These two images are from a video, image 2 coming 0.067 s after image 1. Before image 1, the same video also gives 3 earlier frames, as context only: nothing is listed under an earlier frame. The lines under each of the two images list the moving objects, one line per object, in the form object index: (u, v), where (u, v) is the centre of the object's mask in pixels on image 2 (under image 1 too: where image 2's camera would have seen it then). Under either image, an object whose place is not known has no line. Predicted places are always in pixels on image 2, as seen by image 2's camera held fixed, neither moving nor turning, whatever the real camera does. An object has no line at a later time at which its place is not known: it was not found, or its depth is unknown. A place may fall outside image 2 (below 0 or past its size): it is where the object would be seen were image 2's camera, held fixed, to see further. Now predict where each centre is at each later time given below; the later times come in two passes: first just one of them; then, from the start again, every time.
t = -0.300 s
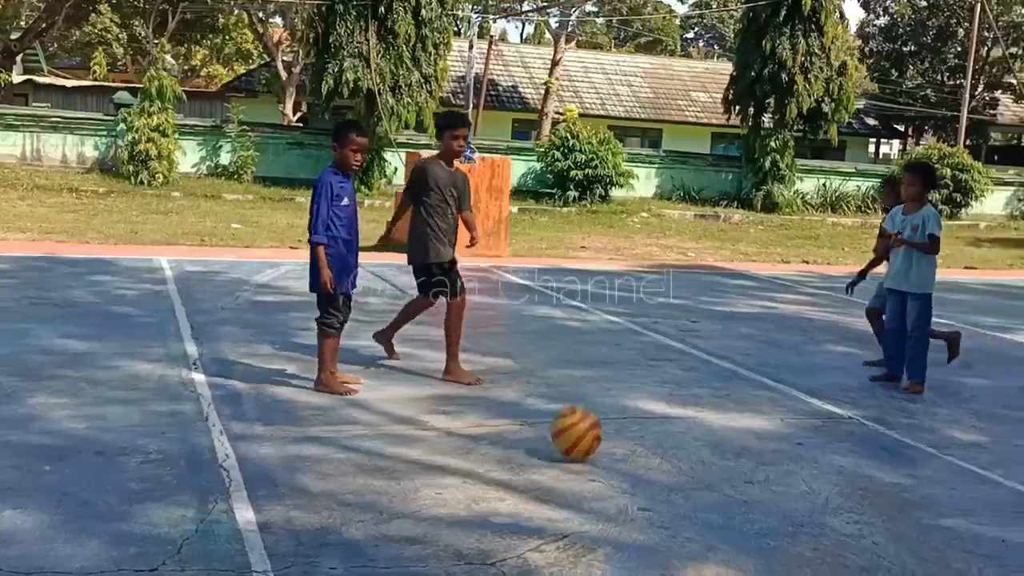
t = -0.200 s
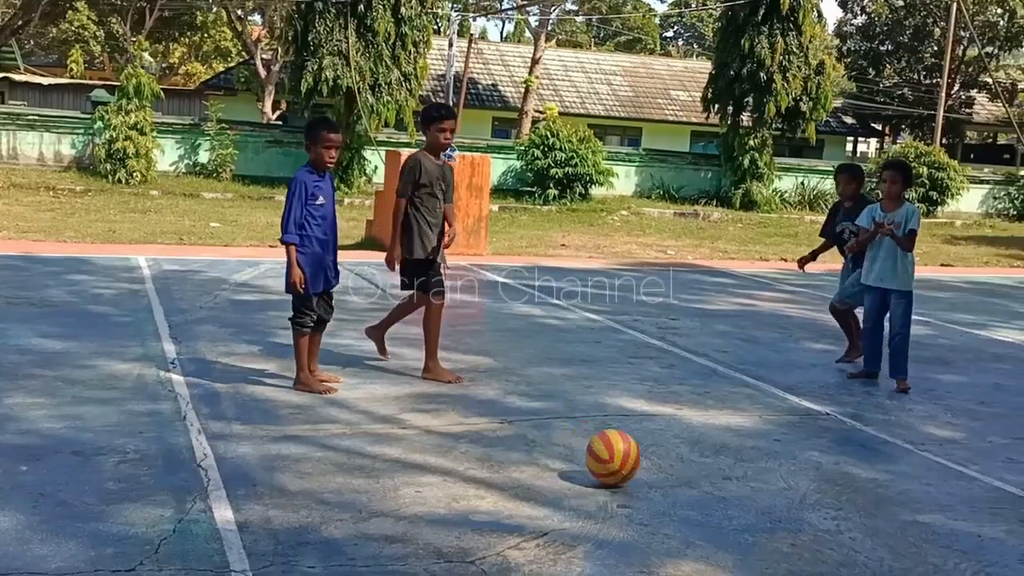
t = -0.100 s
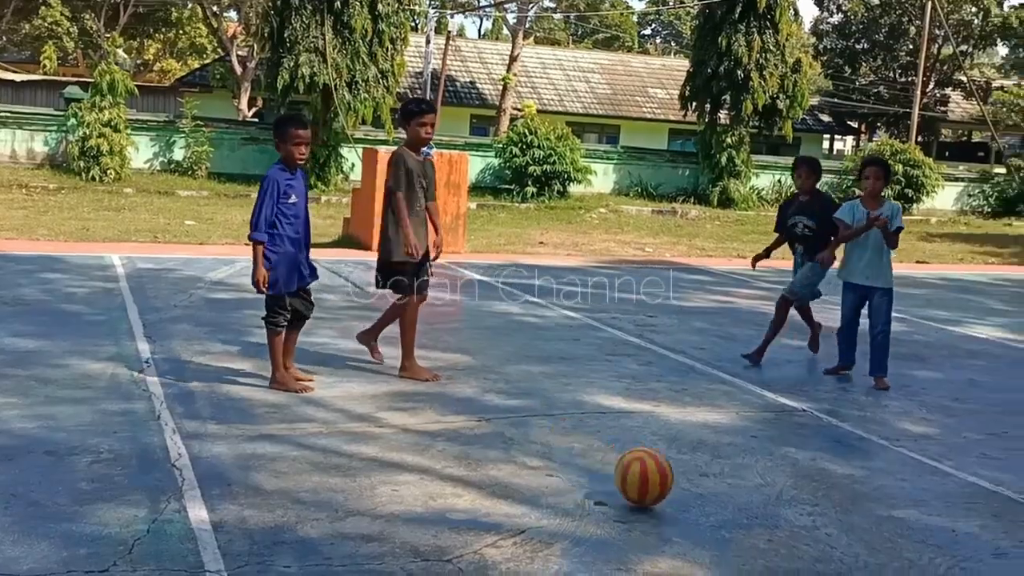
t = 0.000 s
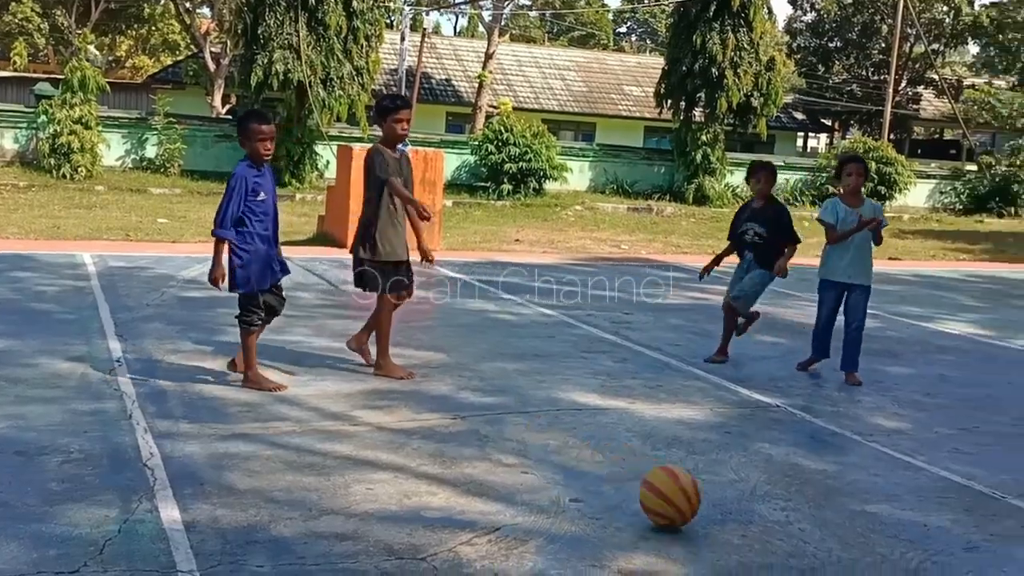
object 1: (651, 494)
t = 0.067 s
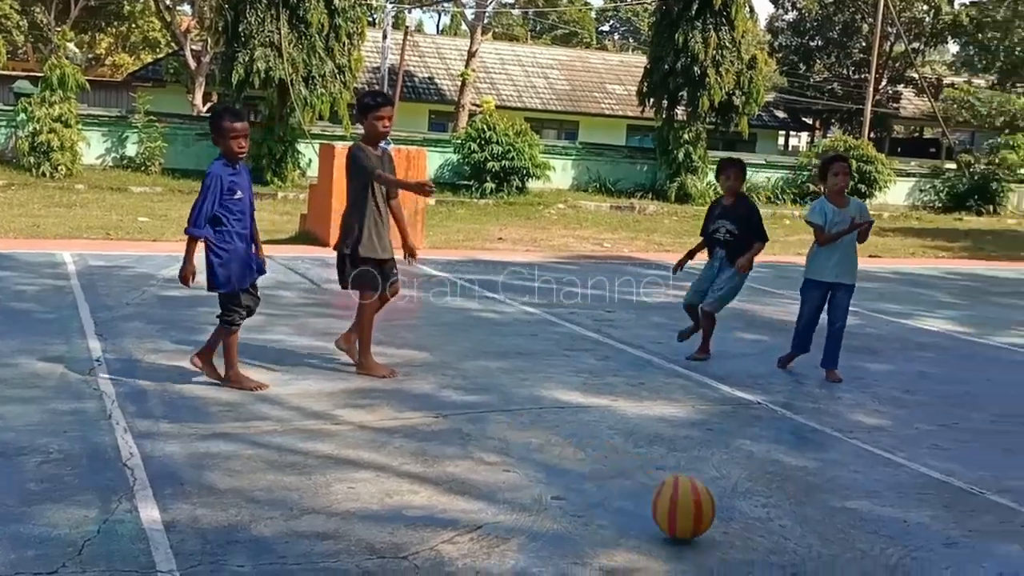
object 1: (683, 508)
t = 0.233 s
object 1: (766, 545)
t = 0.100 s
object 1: (699, 517)
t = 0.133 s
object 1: (715, 522)
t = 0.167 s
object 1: (732, 530)
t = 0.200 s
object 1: (749, 538)
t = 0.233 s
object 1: (766, 545)
